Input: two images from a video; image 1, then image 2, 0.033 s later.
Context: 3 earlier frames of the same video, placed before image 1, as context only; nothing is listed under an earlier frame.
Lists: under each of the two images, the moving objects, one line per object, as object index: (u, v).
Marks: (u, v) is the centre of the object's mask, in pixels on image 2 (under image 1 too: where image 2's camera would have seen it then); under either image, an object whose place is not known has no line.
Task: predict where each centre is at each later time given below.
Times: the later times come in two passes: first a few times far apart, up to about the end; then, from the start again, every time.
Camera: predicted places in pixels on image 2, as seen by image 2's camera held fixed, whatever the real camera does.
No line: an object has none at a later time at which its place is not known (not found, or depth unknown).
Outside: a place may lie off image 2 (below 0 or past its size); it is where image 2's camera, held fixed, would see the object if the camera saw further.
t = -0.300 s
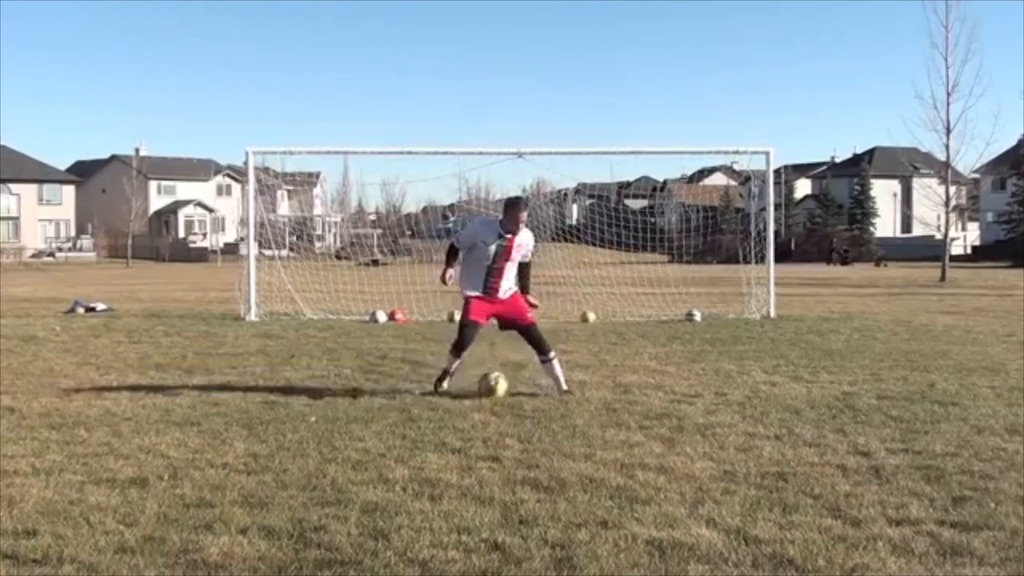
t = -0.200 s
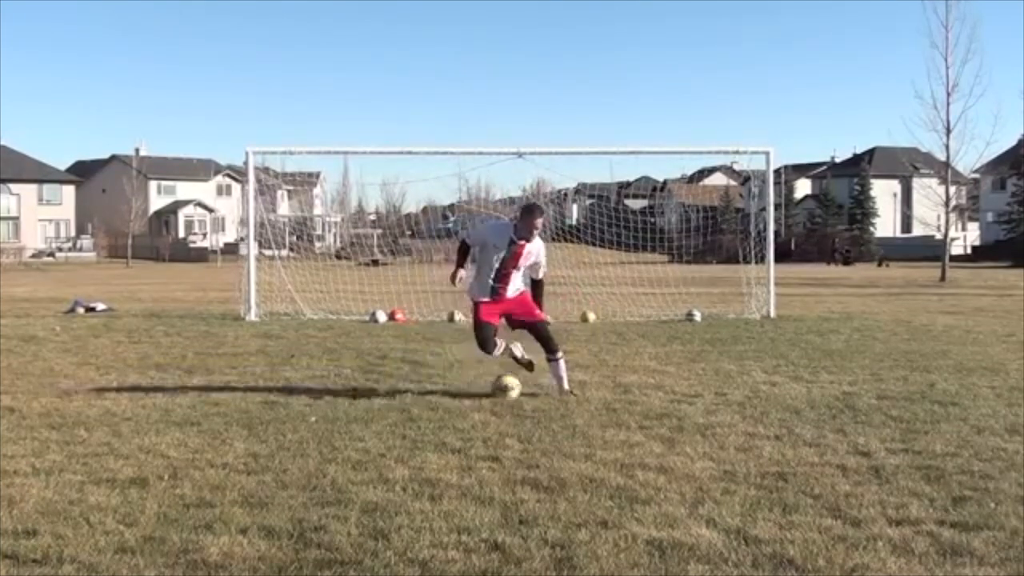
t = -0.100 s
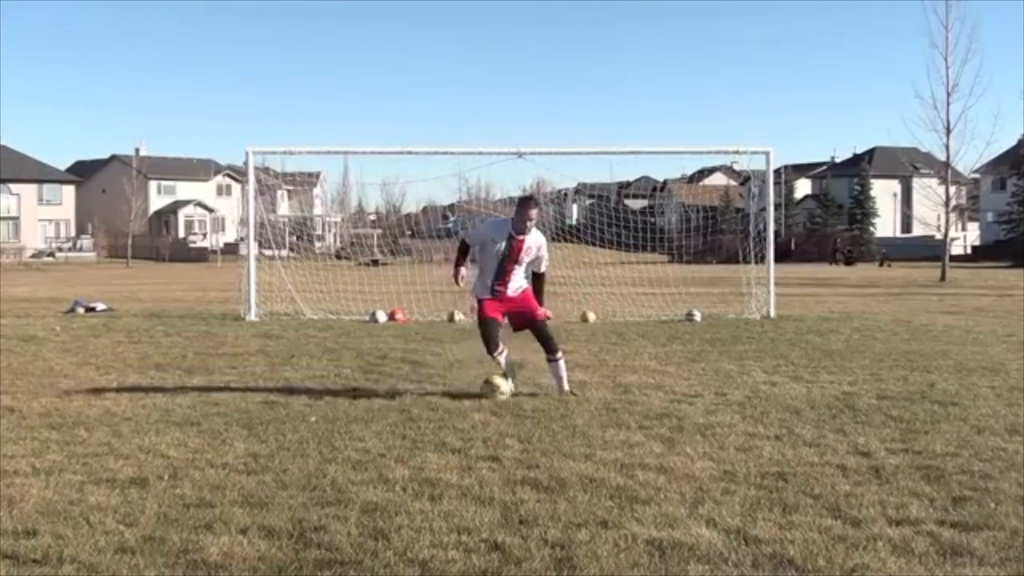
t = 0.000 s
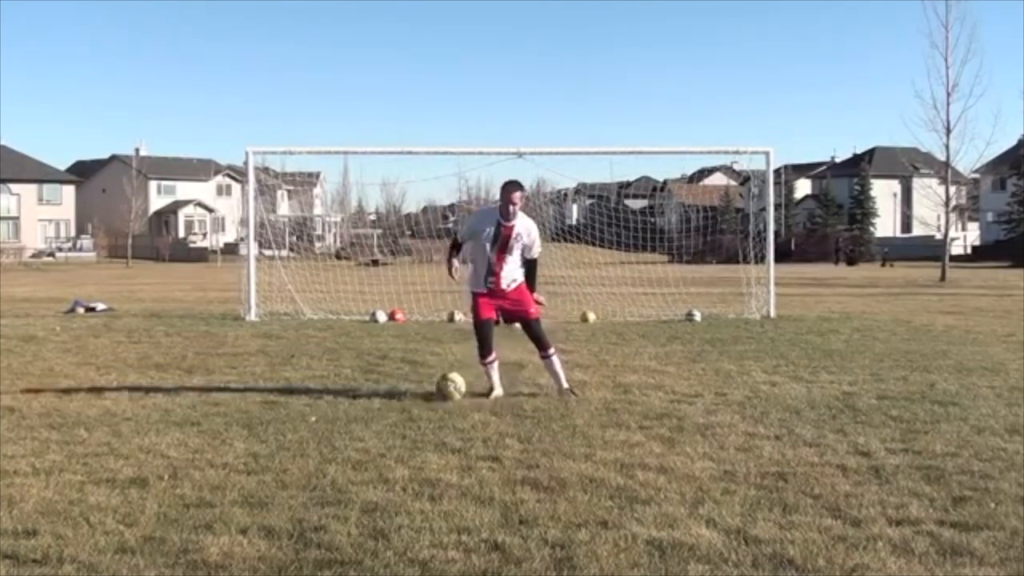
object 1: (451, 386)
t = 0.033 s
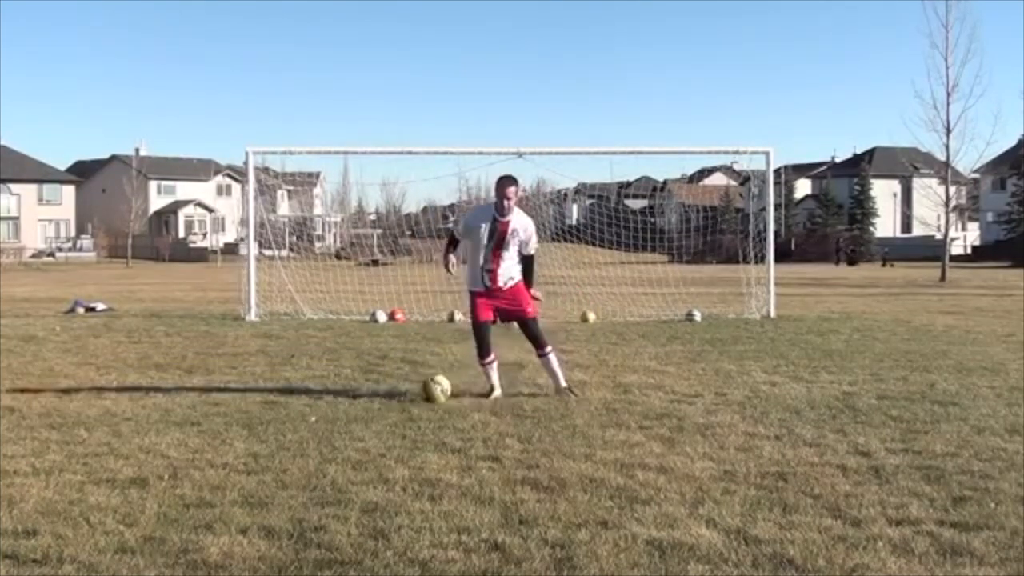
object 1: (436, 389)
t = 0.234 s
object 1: (364, 393)
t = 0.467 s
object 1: (308, 399)
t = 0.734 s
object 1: (257, 401)
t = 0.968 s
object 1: (222, 403)
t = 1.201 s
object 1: (196, 405)
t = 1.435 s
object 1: (183, 405)
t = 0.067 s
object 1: (421, 391)
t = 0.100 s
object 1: (407, 393)
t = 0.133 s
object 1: (395, 394)
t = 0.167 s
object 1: (383, 394)
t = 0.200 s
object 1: (373, 394)
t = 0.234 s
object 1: (364, 393)
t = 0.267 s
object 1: (354, 394)
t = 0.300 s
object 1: (342, 397)
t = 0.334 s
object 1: (336, 397)
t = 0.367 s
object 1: (327, 397)
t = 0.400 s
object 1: (322, 398)
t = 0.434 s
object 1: (315, 399)
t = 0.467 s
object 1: (308, 399)
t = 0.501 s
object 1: (300, 400)
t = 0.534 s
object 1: (293, 400)
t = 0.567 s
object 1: (286, 399)
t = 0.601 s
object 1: (281, 399)
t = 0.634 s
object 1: (274, 400)
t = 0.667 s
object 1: (268, 402)
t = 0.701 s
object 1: (262, 402)
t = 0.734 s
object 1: (257, 401)
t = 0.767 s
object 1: (252, 401)
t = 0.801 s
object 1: (246, 401)
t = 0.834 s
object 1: (241, 402)
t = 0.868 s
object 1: (237, 402)
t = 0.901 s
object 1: (231, 403)
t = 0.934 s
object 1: (227, 403)
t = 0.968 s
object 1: (222, 403)
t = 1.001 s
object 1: (218, 403)
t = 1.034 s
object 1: (213, 404)
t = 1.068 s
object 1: (209, 405)
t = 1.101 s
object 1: (207, 405)
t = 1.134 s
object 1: (202, 405)
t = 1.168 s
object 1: (198, 405)
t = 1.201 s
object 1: (196, 405)
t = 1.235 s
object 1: (193, 405)
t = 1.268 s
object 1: (191, 405)
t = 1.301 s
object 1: (189, 405)
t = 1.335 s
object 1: (187, 405)
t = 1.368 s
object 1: (185, 405)
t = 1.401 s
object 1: (183, 405)
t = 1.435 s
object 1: (183, 405)
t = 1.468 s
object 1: (182, 404)
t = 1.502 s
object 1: (181, 405)
